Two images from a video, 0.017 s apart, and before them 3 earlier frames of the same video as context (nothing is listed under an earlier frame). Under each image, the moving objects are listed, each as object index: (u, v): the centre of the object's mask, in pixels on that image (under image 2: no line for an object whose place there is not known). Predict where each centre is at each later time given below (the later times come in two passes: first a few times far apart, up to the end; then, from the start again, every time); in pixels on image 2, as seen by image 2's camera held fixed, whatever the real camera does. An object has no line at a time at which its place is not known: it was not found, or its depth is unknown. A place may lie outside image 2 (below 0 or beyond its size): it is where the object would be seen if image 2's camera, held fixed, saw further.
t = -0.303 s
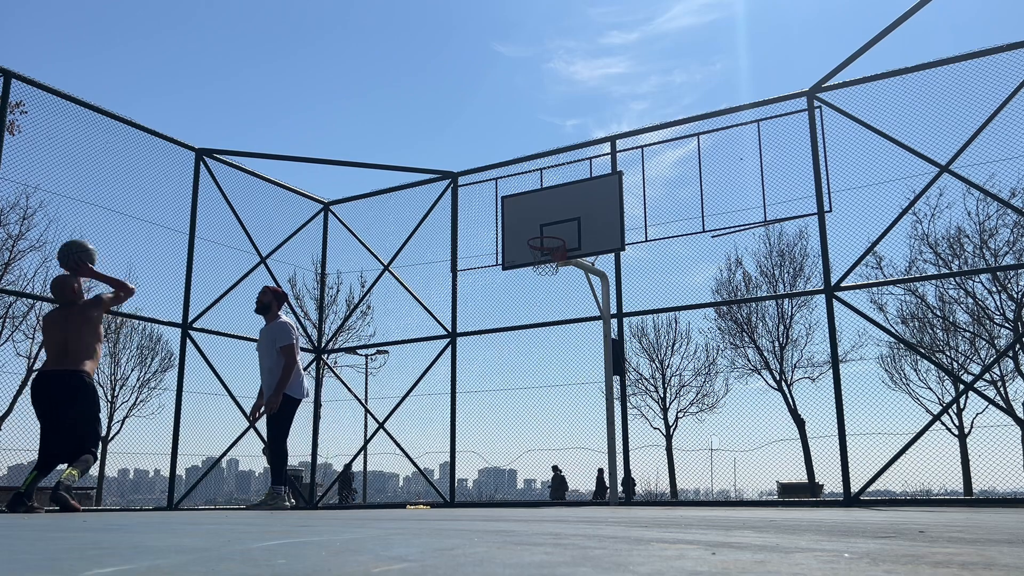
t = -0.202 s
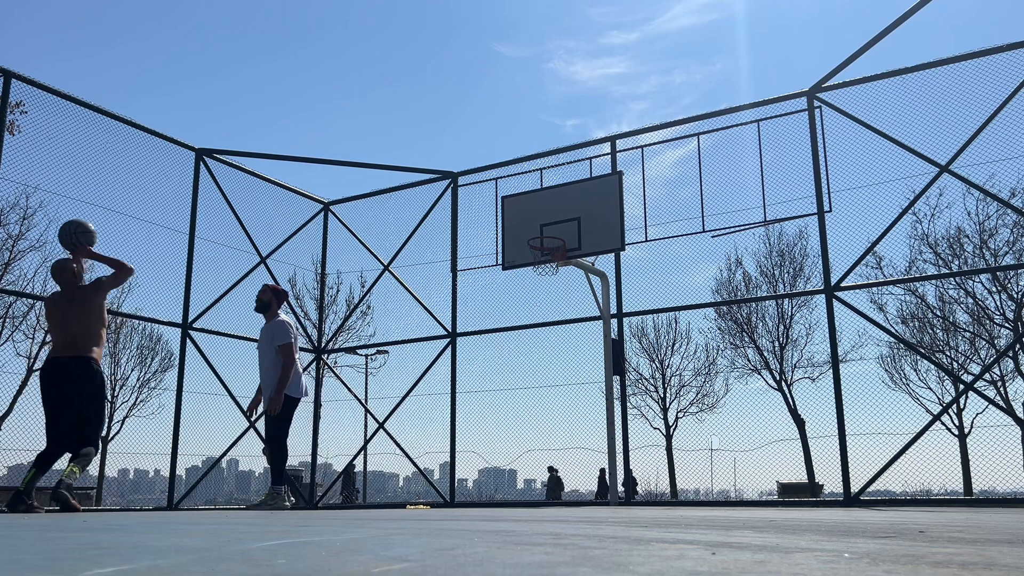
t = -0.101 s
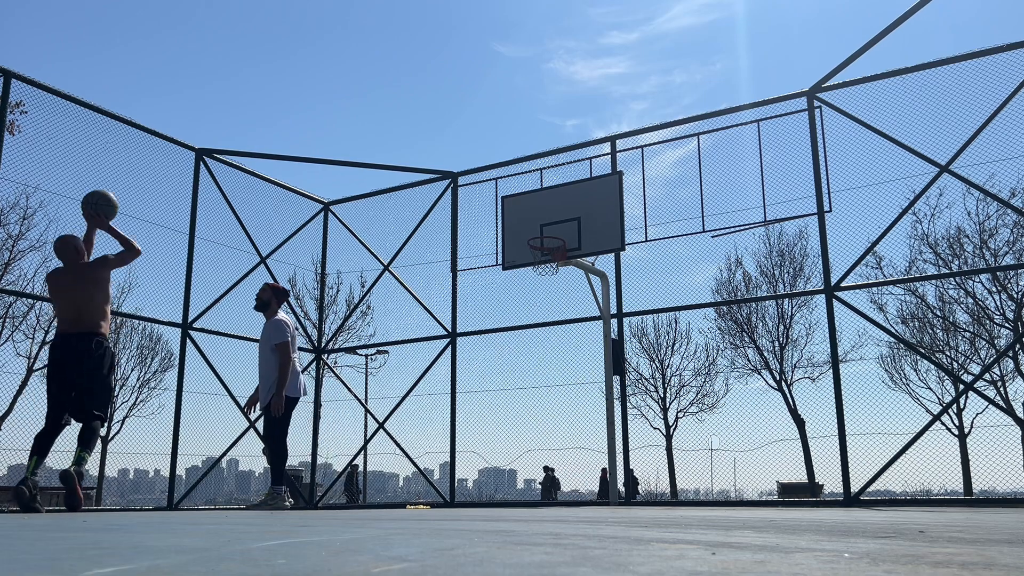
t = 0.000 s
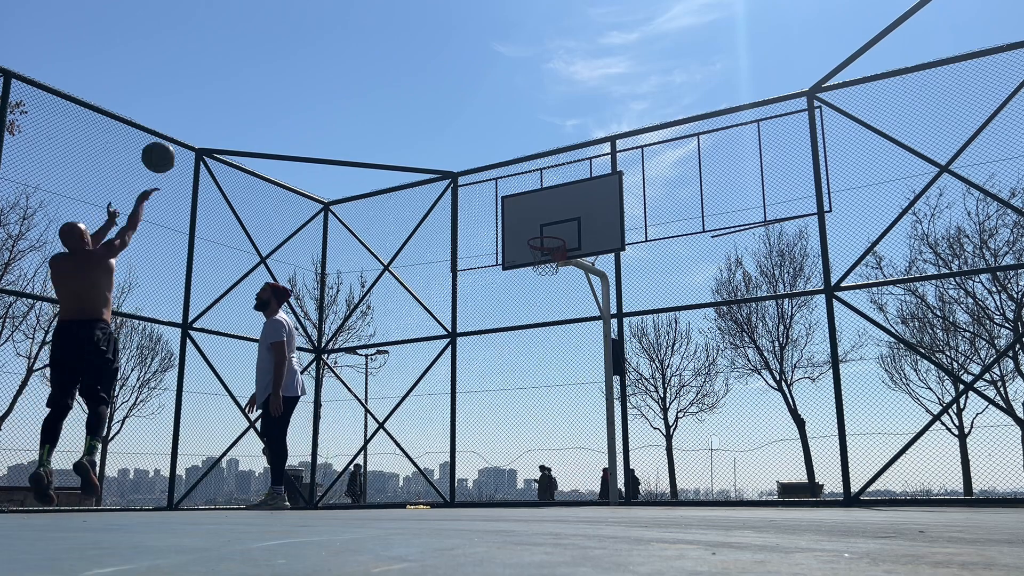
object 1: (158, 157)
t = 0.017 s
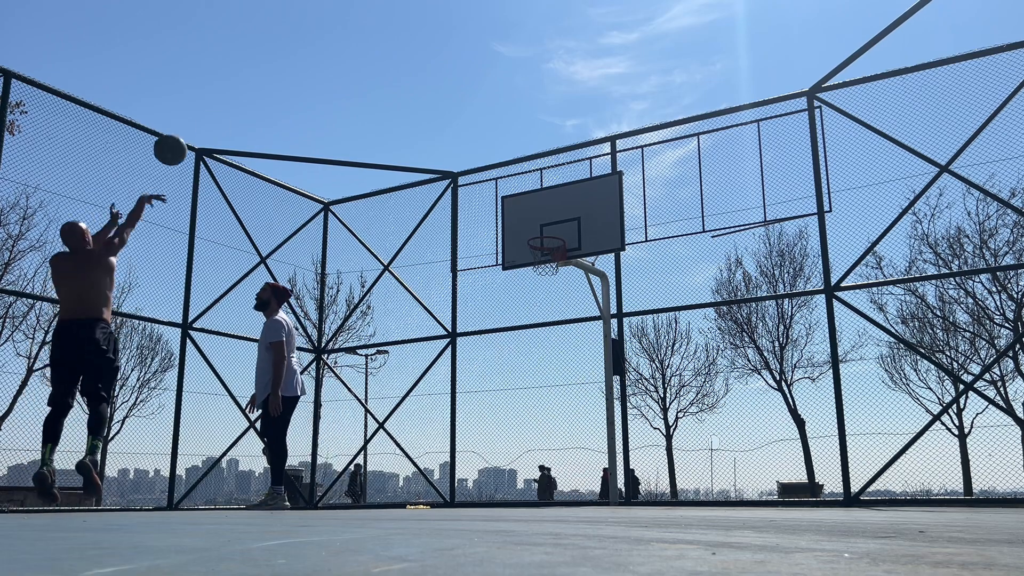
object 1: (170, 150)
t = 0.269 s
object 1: (311, 93)
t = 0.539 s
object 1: (415, 104)
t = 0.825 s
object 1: (499, 169)
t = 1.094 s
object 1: (552, 264)
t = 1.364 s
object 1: (543, 385)
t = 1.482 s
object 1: (540, 457)
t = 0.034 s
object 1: (182, 143)
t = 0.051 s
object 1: (193, 137)
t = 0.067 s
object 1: (203, 131)
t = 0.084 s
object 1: (214, 126)
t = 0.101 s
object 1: (224, 121)
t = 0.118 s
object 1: (234, 117)
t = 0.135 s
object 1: (243, 113)
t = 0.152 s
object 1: (252, 109)
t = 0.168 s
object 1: (262, 106)
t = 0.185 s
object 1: (270, 103)
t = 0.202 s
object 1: (279, 100)
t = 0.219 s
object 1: (287, 98)
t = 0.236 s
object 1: (295, 96)
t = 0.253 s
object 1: (303, 94)
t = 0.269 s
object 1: (311, 93)
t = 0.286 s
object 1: (319, 92)
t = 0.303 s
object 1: (326, 91)
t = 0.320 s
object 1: (333, 90)
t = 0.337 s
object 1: (340, 90)
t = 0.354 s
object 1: (348, 90)
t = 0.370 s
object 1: (354, 90)
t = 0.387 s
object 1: (361, 91)
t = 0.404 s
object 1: (368, 91)
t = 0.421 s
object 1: (374, 92)
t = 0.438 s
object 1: (380, 93)
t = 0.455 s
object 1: (386, 95)
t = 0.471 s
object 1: (392, 96)
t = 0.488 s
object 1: (398, 98)
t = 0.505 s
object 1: (404, 100)
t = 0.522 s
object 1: (410, 102)
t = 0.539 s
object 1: (415, 104)
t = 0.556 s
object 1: (421, 107)
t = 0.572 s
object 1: (426, 109)
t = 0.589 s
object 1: (432, 112)
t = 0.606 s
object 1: (437, 115)
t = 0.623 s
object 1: (442, 119)
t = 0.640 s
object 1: (447, 122)
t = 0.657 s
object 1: (452, 125)
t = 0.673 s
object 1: (457, 129)
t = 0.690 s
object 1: (462, 133)
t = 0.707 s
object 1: (467, 137)
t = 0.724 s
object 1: (472, 141)
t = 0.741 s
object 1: (476, 145)
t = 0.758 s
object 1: (481, 150)
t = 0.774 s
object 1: (485, 154)
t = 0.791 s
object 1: (490, 158)
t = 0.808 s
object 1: (494, 164)
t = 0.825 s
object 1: (499, 169)
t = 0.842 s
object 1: (503, 174)
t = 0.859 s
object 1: (507, 180)
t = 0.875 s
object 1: (511, 185)
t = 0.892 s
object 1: (515, 191)
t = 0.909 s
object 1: (520, 197)
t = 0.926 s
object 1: (523, 202)
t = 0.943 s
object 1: (527, 208)
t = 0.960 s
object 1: (532, 214)
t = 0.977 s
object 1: (535, 221)
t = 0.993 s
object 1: (539, 227)
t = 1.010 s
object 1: (543, 234)
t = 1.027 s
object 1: (547, 241)
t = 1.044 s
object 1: (550, 246)
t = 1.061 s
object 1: (553, 253)
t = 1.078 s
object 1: (553, 258)
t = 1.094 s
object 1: (552, 264)
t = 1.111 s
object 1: (552, 271)
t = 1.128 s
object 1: (551, 276)
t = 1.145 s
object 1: (550, 283)
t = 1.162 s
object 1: (550, 289)
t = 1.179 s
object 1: (549, 296)
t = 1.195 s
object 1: (549, 303)
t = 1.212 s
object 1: (548, 310)
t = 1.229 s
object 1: (547, 317)
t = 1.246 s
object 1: (546, 325)
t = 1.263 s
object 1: (546, 333)
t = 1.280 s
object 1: (545, 341)
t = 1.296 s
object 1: (545, 349)
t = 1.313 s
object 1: (544, 358)
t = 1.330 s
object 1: (544, 366)
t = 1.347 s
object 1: (543, 376)
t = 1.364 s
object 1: (543, 385)
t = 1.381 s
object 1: (542, 394)
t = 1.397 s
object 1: (542, 404)
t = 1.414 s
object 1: (541, 414)
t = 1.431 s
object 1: (541, 424)
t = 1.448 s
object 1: (540, 435)
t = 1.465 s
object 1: (540, 446)
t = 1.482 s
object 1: (540, 457)
